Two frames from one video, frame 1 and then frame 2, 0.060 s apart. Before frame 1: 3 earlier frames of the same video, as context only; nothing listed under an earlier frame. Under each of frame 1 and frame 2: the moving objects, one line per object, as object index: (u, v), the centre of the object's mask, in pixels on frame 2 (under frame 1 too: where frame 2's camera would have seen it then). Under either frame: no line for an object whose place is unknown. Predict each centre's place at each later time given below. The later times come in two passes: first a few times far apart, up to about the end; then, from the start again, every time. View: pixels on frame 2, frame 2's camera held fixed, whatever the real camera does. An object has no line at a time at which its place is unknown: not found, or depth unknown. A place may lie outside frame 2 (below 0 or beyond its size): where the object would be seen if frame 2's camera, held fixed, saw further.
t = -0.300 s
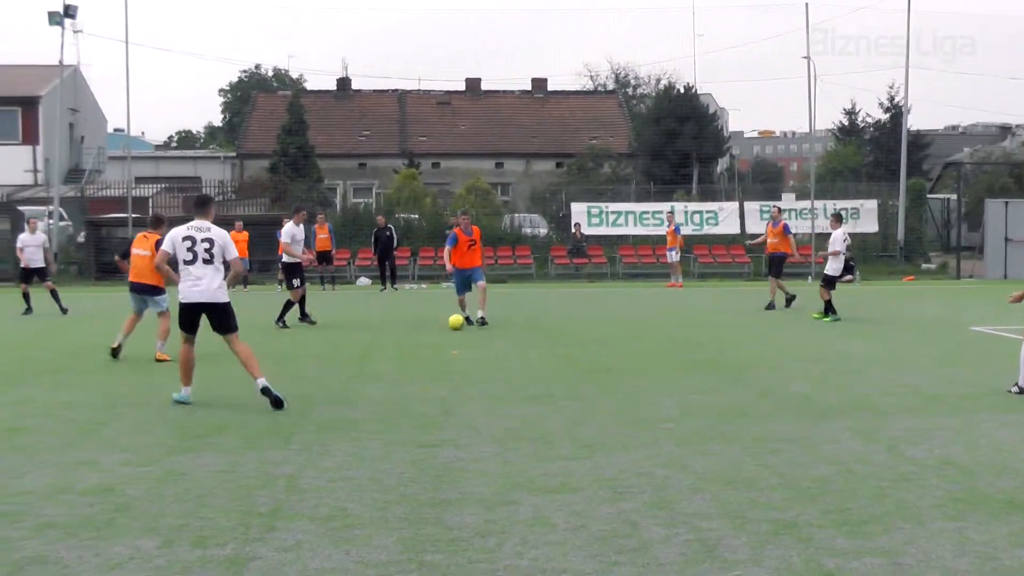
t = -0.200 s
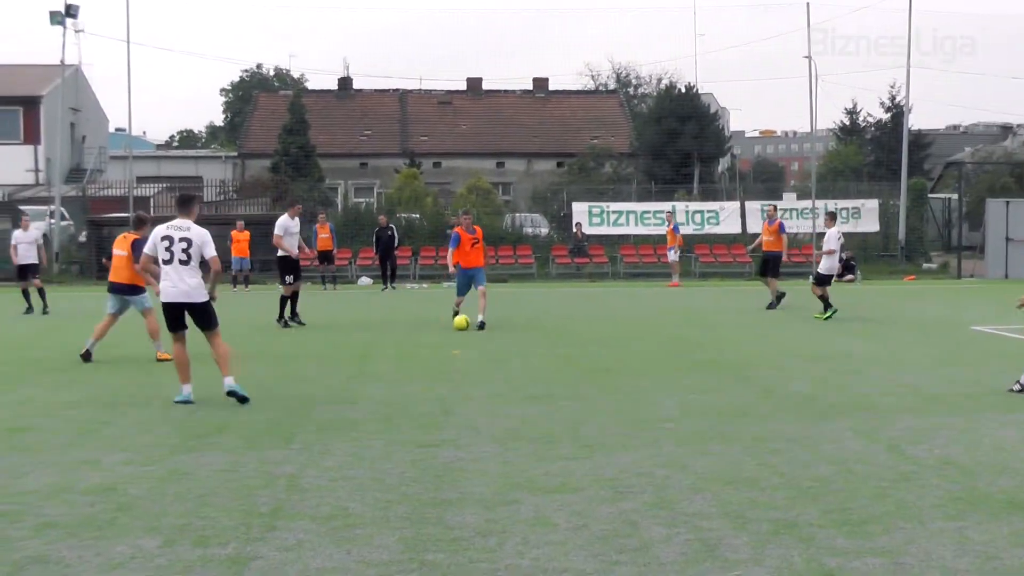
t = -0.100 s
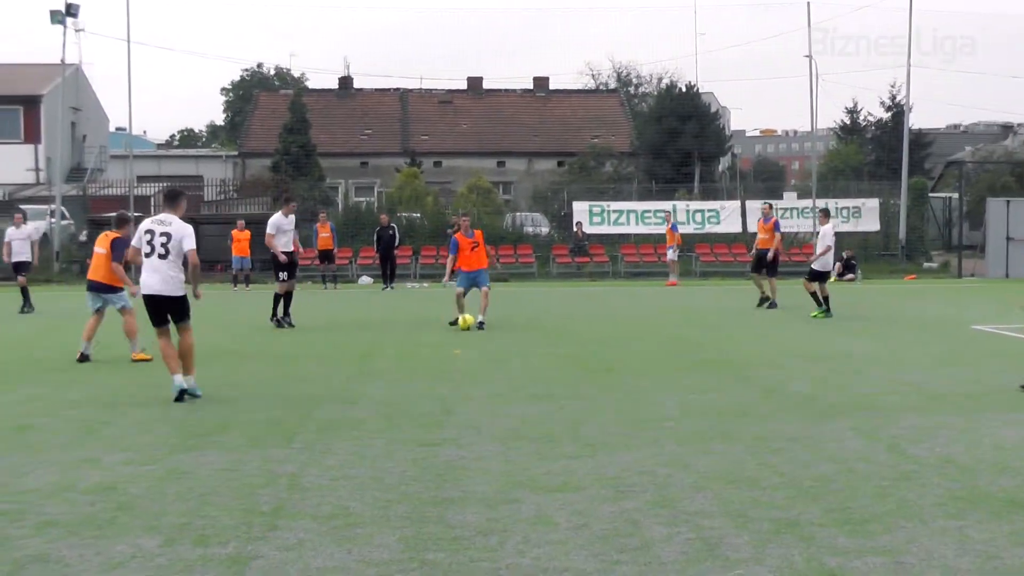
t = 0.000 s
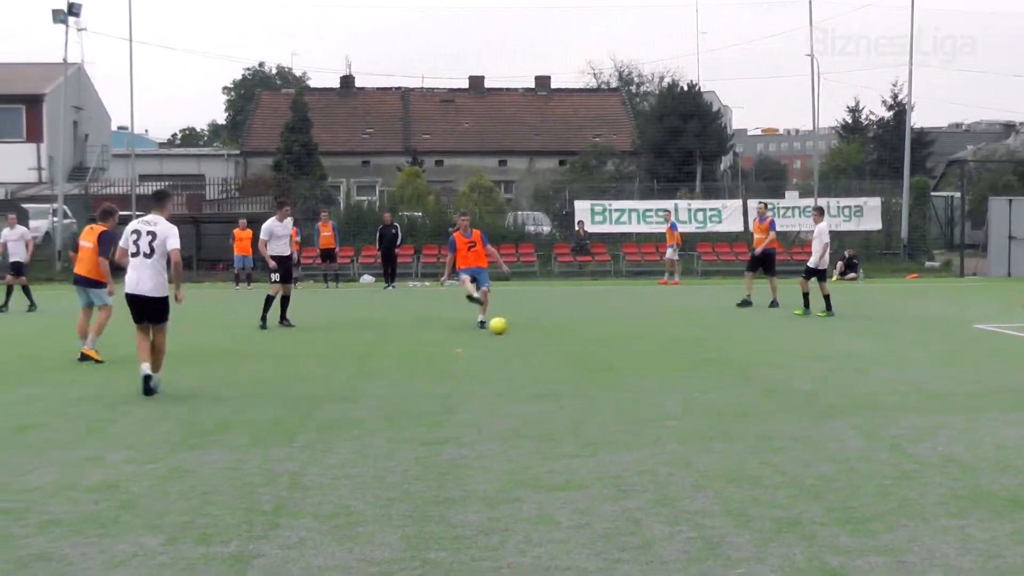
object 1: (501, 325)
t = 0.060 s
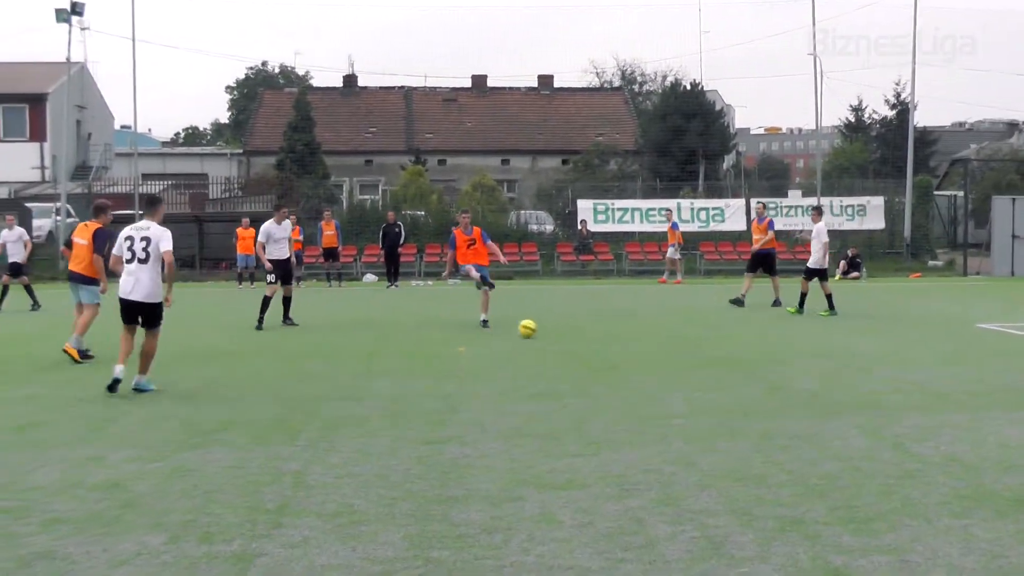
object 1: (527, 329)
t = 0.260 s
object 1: (627, 346)
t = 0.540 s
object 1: (791, 364)
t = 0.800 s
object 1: (961, 385)
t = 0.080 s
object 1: (536, 331)
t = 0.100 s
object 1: (545, 333)
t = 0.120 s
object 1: (555, 333)
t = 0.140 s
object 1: (564, 334)
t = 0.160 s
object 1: (573, 335)
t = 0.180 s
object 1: (583, 336)
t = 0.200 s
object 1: (594, 338)
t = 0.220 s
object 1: (605, 339)
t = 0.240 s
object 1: (616, 343)
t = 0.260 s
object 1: (627, 346)
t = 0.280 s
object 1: (637, 347)
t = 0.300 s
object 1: (647, 346)
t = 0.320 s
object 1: (659, 347)
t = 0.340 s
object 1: (670, 348)
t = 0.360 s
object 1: (682, 349)
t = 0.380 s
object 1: (694, 351)
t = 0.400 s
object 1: (706, 354)
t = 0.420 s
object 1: (718, 357)
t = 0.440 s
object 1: (731, 360)
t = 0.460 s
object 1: (744, 363)
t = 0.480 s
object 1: (756, 363)
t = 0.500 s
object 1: (767, 363)
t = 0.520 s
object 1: (778, 362)
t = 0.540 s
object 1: (791, 364)
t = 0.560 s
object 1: (804, 364)
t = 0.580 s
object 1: (817, 366)
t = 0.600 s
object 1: (829, 369)
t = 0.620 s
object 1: (842, 372)
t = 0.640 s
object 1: (855, 375)
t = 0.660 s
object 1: (868, 381)
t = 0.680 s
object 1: (881, 385)
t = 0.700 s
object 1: (893, 386)
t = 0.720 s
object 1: (907, 384)
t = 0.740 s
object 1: (920, 383)
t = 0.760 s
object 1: (933, 383)
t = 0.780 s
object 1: (946, 385)
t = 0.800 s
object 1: (961, 385)
